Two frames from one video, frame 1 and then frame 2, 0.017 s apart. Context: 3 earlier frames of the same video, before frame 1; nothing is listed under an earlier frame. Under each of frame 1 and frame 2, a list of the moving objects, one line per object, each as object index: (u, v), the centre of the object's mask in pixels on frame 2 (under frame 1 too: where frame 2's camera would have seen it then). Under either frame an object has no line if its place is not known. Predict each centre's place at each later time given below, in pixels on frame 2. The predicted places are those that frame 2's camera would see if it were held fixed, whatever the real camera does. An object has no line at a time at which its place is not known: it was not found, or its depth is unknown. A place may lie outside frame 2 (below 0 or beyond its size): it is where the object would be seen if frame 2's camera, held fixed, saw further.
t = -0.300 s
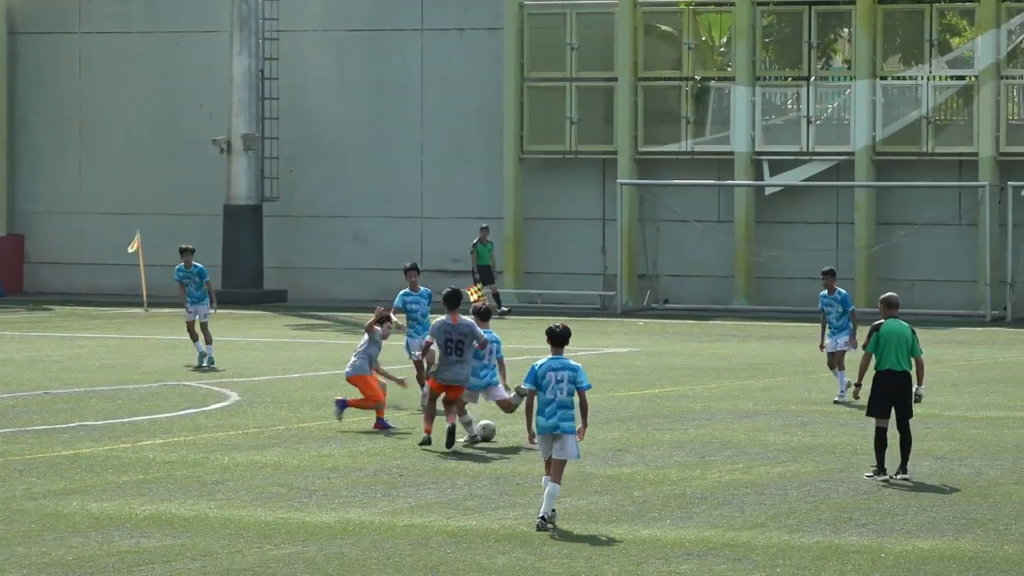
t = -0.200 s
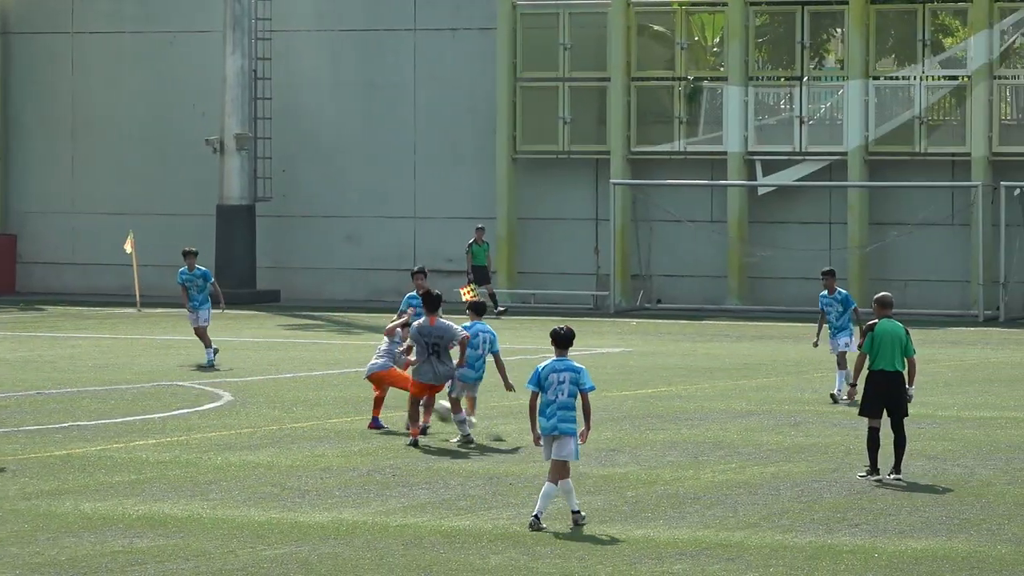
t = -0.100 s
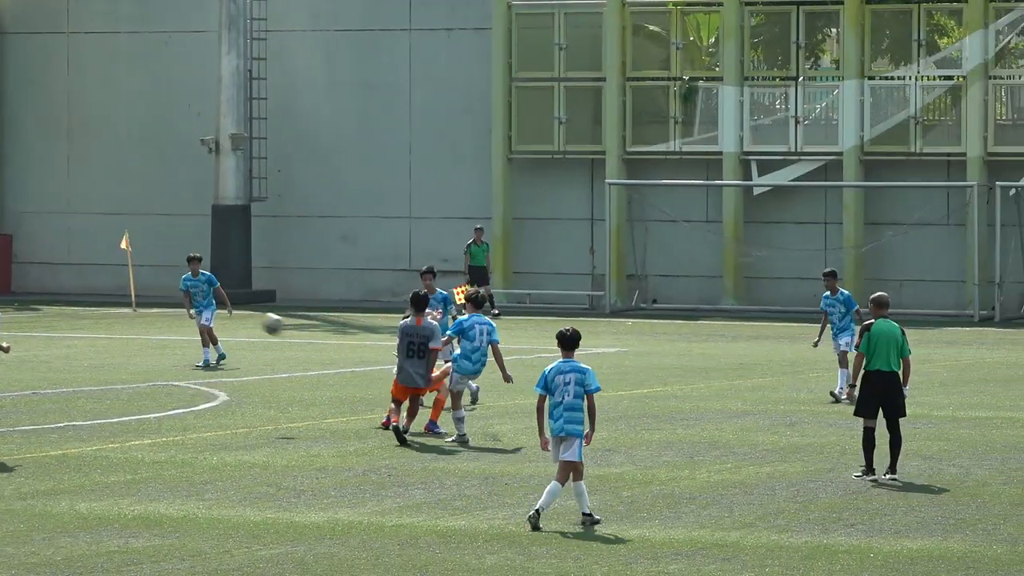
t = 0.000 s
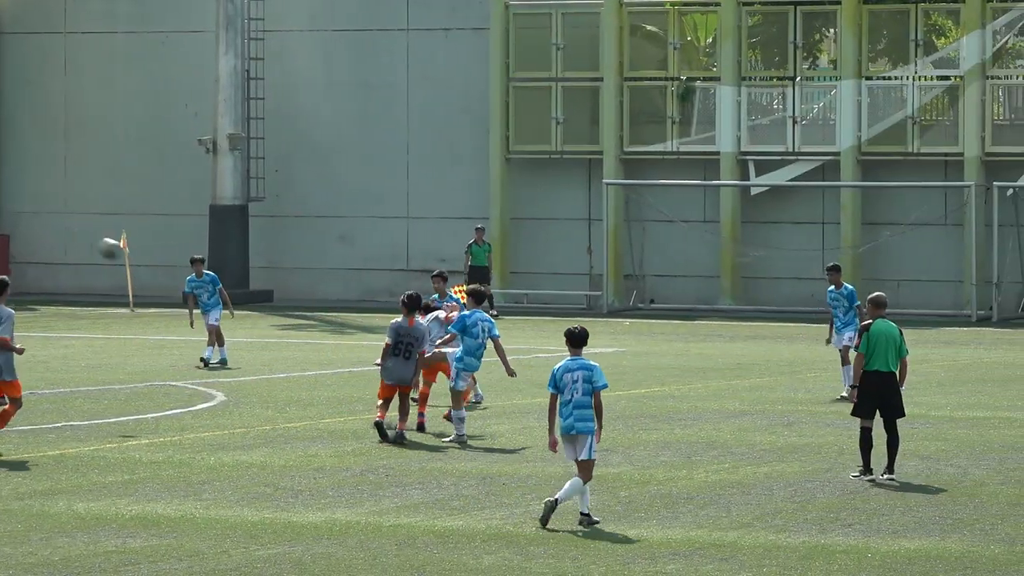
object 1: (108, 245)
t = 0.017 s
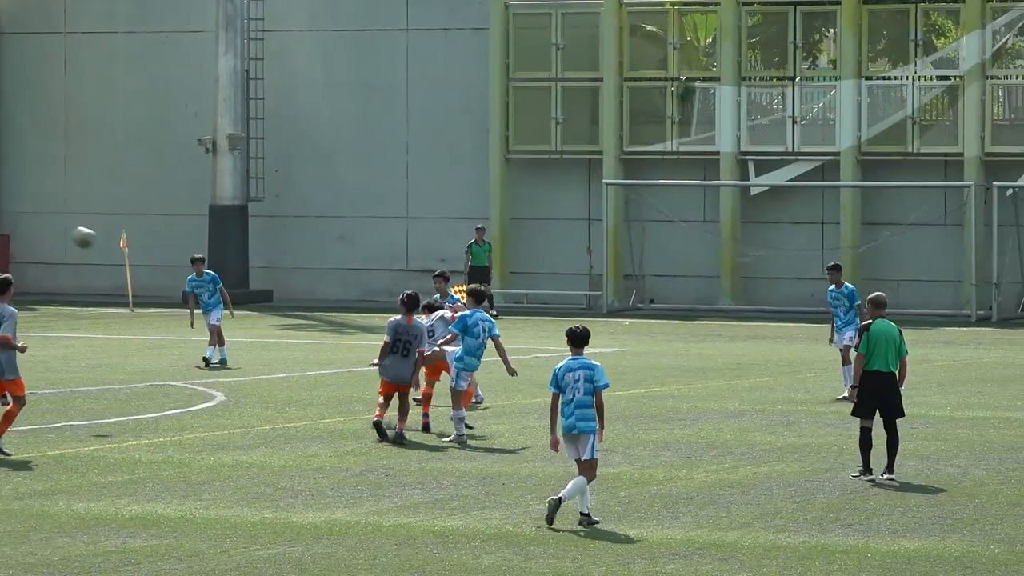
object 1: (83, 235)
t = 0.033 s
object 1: (58, 225)
